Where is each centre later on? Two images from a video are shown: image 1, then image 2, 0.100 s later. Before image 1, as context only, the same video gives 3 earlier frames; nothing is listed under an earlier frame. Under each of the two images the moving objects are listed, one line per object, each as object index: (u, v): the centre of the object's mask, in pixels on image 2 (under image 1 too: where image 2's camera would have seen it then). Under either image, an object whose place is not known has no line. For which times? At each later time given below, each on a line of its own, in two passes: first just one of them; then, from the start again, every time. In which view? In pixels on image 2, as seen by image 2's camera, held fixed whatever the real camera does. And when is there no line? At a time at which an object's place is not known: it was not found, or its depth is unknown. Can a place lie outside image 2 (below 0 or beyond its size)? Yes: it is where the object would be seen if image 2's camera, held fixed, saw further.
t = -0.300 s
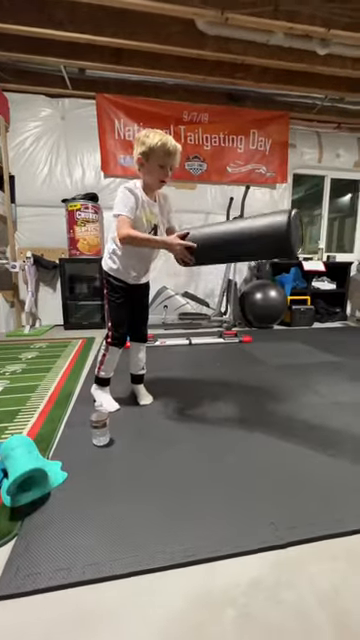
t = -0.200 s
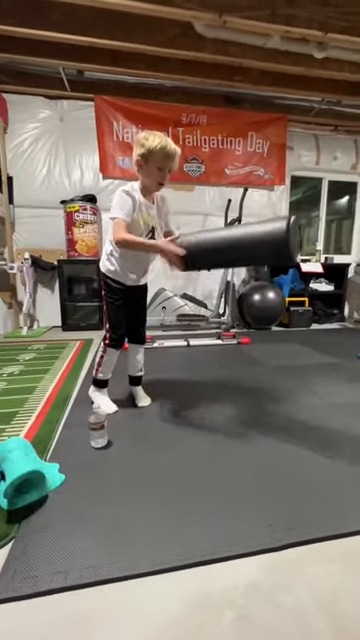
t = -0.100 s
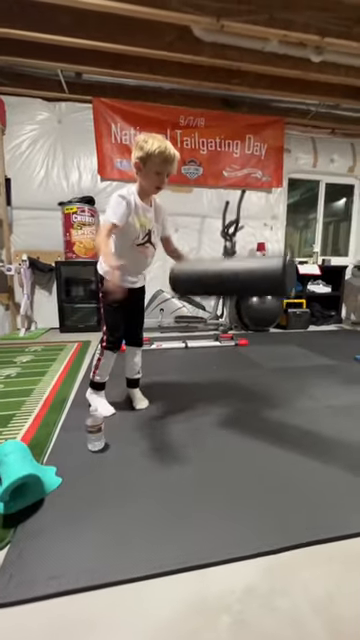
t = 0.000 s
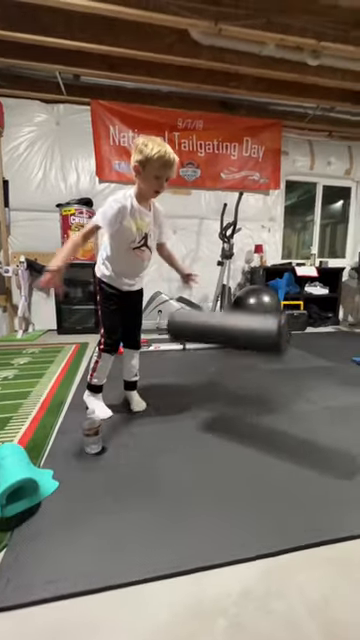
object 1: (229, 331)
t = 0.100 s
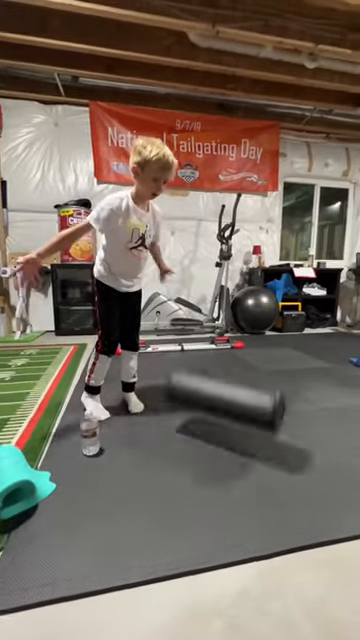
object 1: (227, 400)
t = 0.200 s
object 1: (217, 391)
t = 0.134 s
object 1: (226, 426)
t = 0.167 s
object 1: (222, 406)
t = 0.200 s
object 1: (217, 391)
